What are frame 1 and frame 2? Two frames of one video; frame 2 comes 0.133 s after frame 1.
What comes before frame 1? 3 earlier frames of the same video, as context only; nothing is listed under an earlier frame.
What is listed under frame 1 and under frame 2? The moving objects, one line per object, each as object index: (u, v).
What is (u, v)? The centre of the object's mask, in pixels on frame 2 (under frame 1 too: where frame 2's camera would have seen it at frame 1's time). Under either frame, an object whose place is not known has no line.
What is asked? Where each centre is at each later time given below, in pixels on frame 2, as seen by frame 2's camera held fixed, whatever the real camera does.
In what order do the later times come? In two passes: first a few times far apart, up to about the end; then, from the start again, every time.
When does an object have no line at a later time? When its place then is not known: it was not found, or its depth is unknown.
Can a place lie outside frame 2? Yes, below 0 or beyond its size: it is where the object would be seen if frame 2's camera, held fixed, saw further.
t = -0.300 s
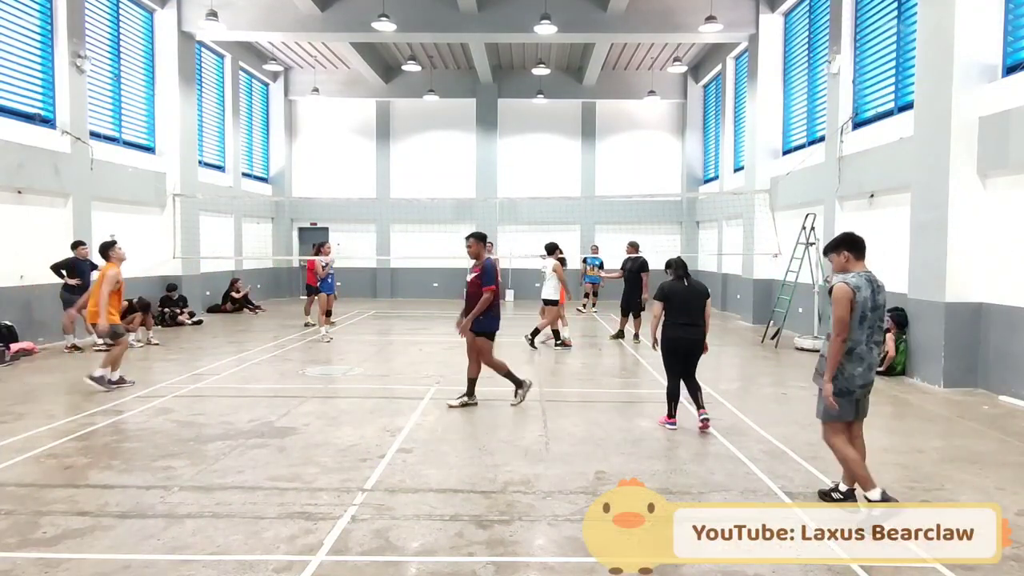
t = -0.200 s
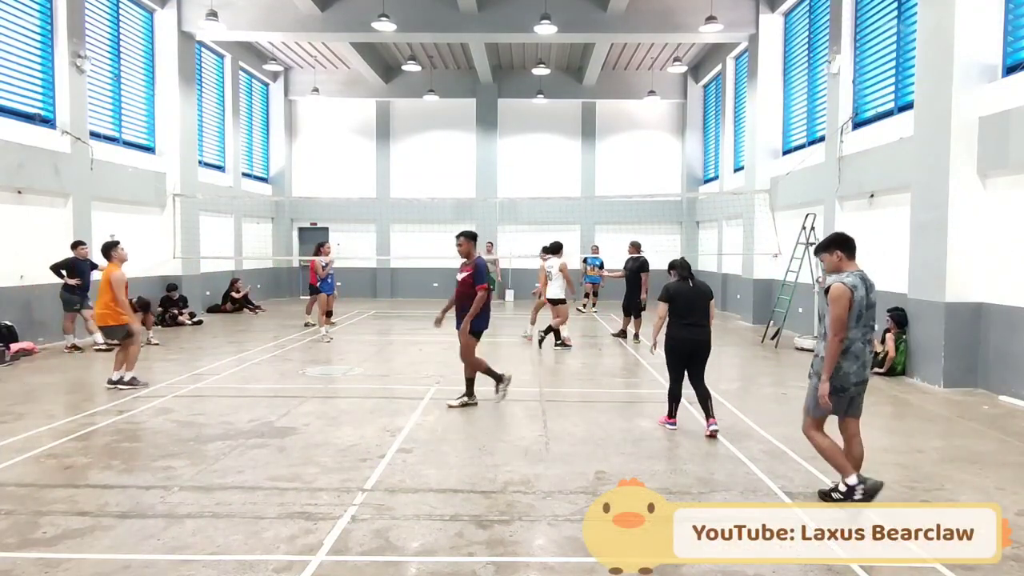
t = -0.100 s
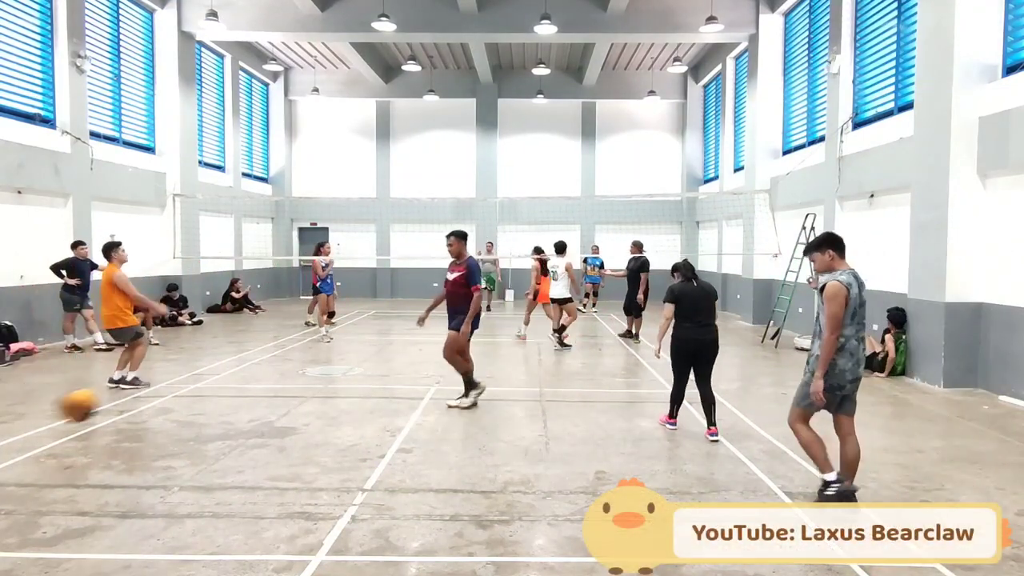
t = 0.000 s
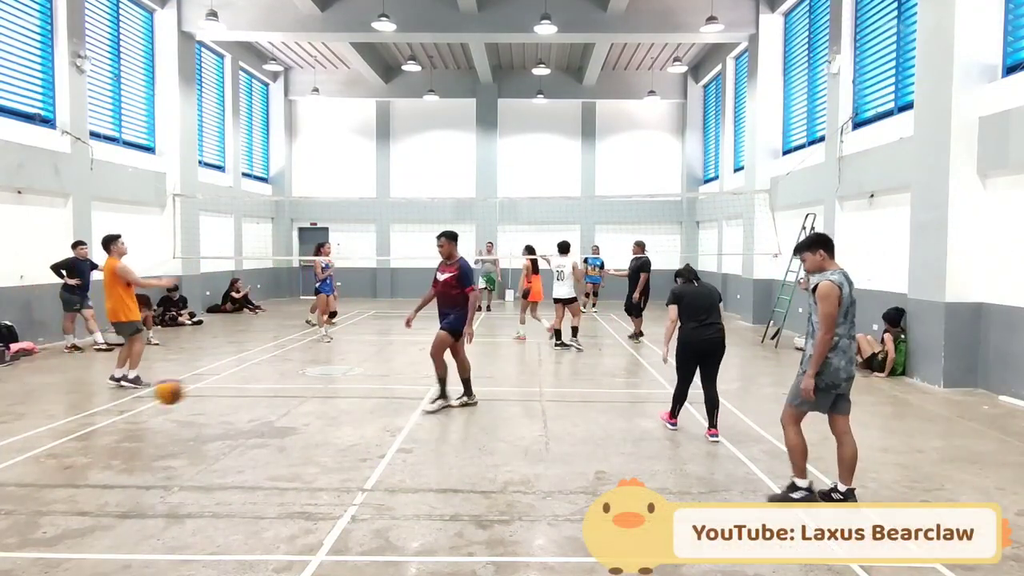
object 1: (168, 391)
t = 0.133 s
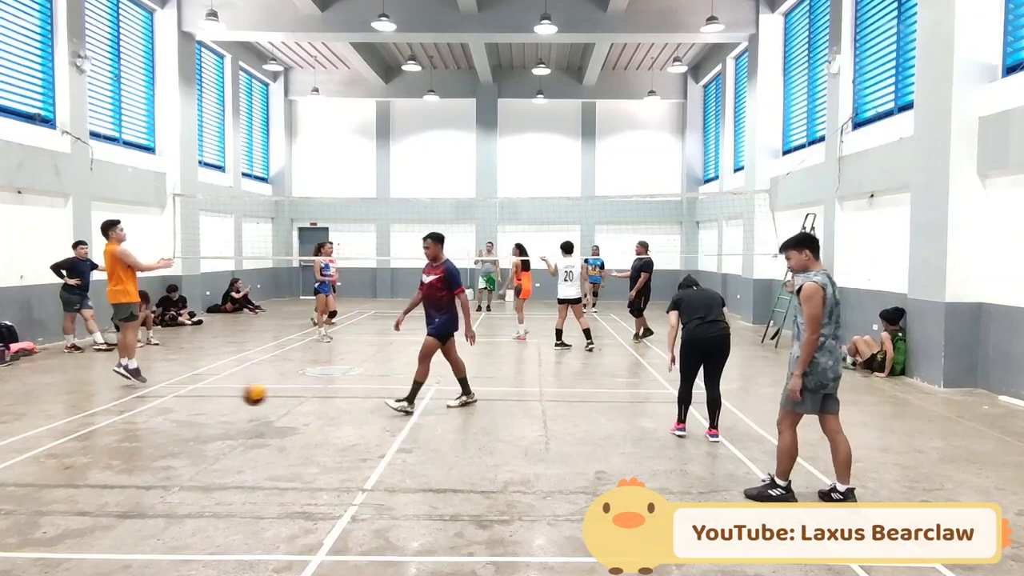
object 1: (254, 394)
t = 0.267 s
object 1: (301, 372)
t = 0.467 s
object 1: (346, 341)
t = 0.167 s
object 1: (270, 398)
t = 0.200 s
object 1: (283, 394)
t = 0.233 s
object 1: (292, 381)
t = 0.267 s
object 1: (301, 372)
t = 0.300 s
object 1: (310, 363)
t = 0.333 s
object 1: (318, 356)
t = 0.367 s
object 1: (326, 350)
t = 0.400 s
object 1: (334, 346)
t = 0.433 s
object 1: (340, 343)
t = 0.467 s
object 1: (346, 341)
